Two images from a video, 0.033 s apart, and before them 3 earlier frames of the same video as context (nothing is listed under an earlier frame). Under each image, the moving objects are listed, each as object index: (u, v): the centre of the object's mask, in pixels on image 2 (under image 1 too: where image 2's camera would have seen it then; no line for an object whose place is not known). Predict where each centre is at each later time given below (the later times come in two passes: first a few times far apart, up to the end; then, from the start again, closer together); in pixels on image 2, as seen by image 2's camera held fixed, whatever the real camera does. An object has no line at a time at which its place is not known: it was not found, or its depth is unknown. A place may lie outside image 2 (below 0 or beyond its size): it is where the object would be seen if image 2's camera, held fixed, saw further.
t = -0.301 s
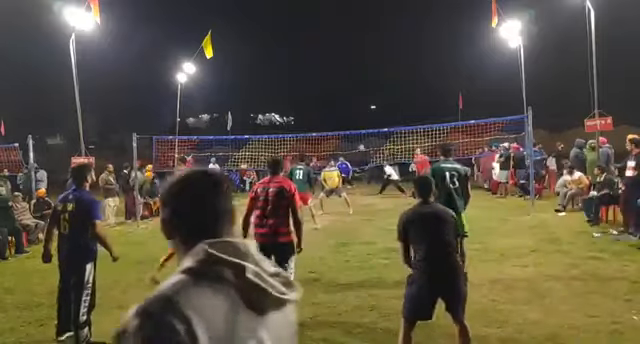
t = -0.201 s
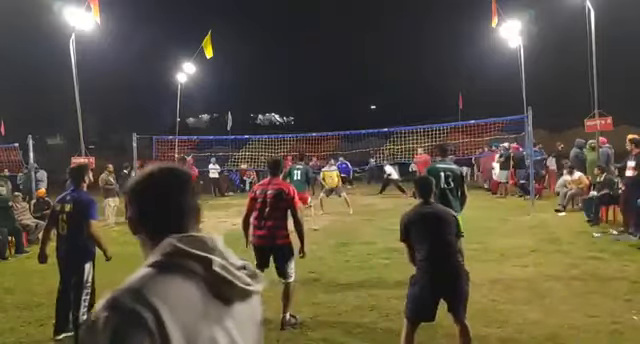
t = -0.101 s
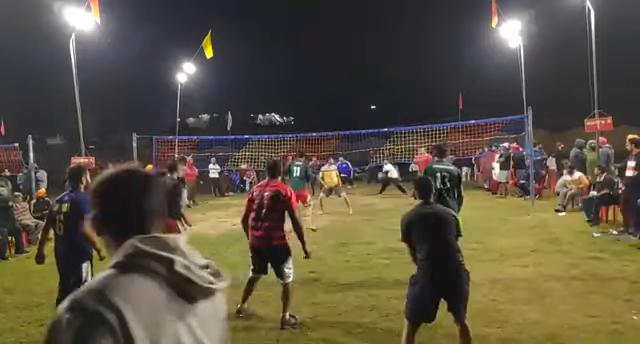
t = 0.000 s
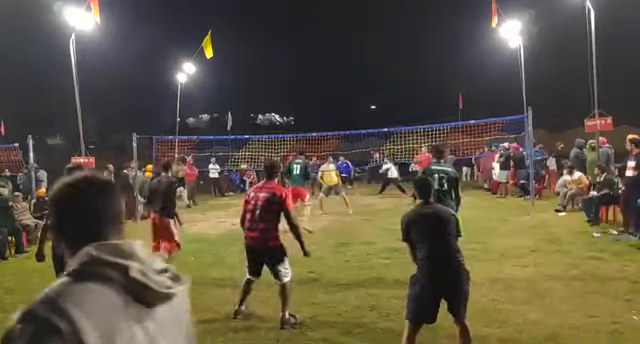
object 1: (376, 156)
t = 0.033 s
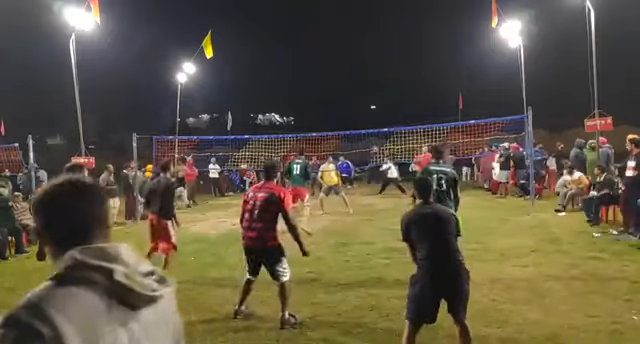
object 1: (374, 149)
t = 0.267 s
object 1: (366, 107)
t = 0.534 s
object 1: (354, 66)
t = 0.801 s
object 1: (340, 39)
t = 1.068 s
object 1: (323, 36)
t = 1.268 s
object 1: (307, 62)
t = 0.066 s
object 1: (374, 142)
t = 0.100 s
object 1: (372, 136)
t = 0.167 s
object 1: (370, 124)
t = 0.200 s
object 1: (368, 118)
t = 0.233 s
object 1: (367, 112)
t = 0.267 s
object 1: (366, 107)
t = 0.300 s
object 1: (364, 100)
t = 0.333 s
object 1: (363, 95)
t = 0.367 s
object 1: (362, 90)
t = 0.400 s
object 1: (360, 85)
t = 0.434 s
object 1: (359, 80)
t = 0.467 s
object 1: (357, 75)
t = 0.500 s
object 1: (356, 70)
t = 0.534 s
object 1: (354, 66)
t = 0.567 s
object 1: (353, 61)
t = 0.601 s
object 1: (351, 57)
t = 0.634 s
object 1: (349, 54)
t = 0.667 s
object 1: (348, 50)
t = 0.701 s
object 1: (346, 46)
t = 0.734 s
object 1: (344, 44)
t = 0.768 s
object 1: (342, 41)
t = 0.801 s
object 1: (340, 39)
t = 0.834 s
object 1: (339, 36)
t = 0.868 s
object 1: (337, 35)
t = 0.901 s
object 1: (335, 33)
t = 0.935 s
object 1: (333, 33)
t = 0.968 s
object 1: (331, 32)
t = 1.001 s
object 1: (329, 32)
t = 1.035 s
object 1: (325, 34)
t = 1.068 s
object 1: (323, 36)
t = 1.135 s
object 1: (318, 41)
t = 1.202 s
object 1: (315, 45)
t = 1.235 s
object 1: (310, 55)
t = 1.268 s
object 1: (307, 62)
